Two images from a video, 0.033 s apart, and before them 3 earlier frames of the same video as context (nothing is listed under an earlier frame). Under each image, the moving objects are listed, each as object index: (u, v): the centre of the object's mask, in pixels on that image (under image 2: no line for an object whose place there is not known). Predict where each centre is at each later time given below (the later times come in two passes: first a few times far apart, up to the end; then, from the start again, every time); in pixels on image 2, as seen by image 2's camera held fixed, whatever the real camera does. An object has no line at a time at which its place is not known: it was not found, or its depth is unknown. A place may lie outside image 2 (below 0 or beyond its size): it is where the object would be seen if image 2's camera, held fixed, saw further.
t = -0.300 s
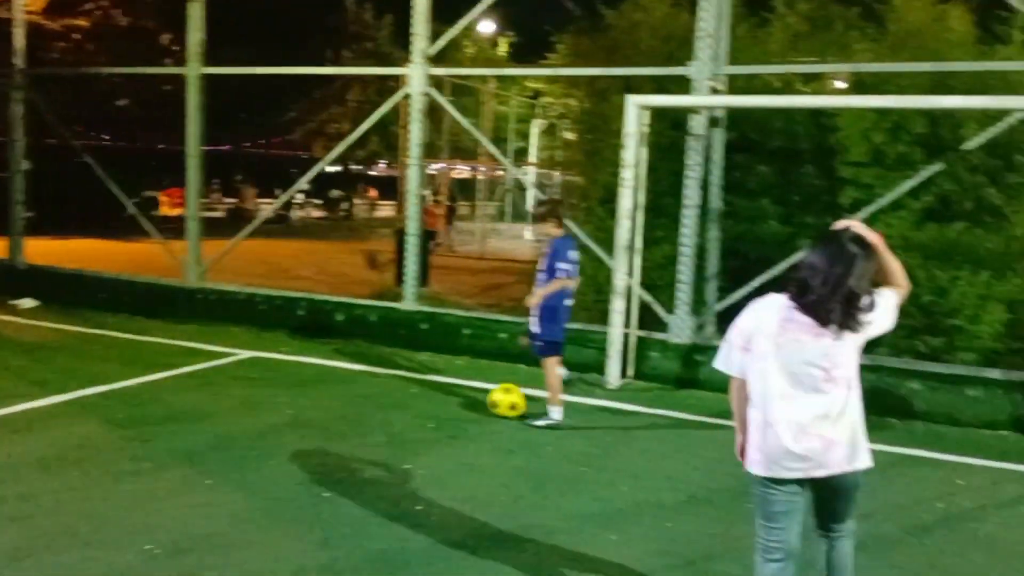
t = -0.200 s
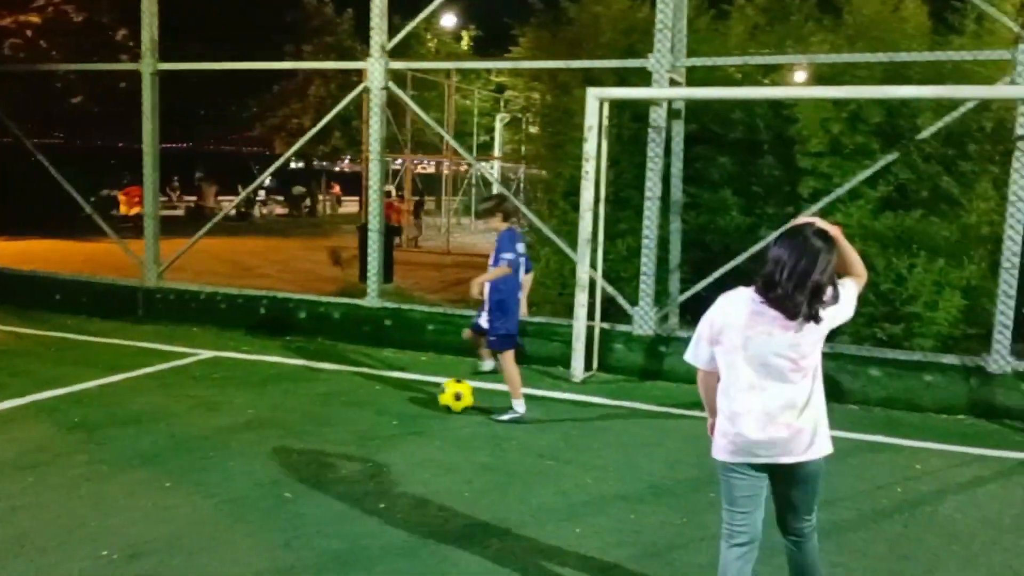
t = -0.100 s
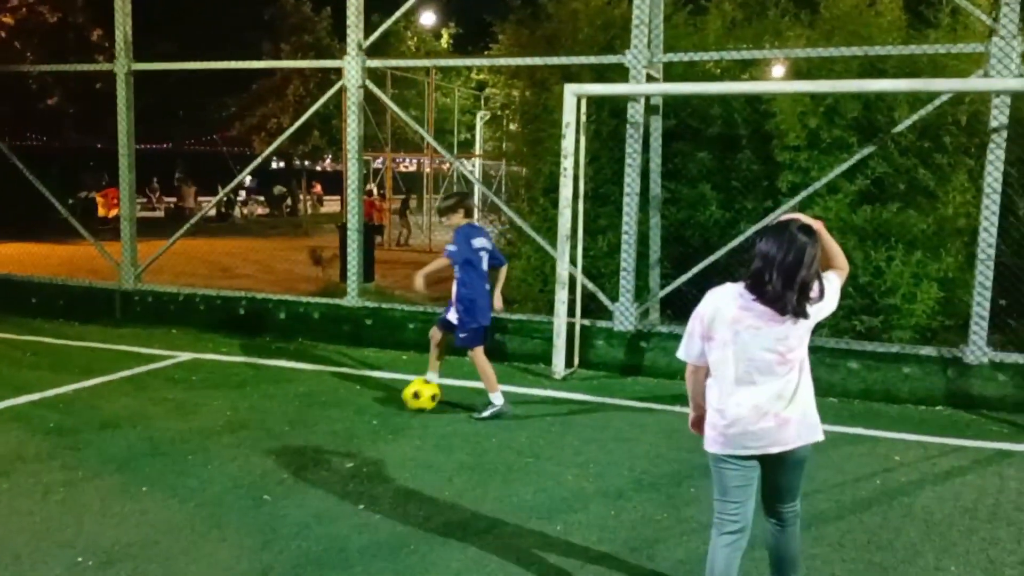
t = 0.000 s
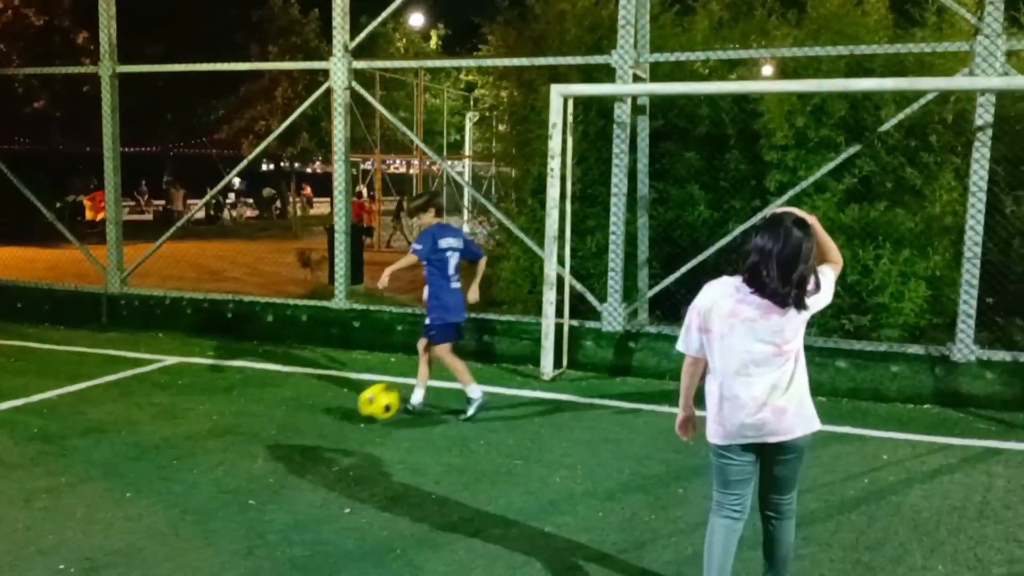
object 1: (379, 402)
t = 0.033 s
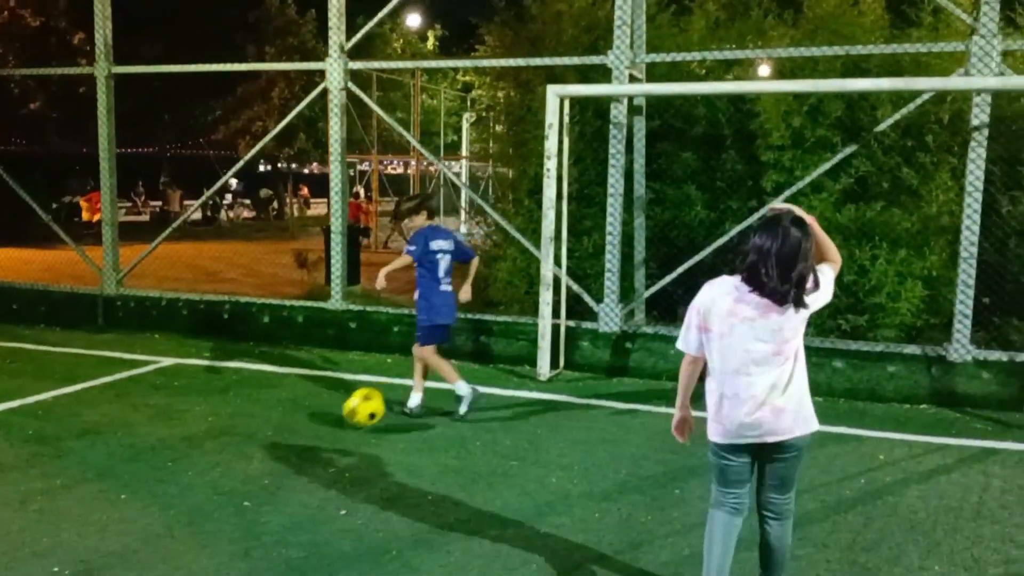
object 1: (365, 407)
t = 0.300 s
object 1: (285, 438)
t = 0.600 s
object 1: (181, 476)
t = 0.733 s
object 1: (126, 496)
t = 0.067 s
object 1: (354, 413)
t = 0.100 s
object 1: (343, 420)
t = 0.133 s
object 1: (332, 421)
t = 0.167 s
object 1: (324, 422)
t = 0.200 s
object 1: (314, 424)
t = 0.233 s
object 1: (304, 429)
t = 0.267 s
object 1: (296, 436)
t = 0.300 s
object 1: (285, 438)
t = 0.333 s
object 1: (275, 441)
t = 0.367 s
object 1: (264, 446)
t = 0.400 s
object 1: (253, 452)
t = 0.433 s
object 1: (241, 454)
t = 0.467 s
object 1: (230, 457)
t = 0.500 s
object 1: (218, 464)
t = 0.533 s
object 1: (206, 467)
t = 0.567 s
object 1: (194, 470)
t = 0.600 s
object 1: (181, 476)
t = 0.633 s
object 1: (167, 481)
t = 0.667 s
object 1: (153, 484)
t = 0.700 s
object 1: (140, 489)
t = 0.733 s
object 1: (126, 496)
